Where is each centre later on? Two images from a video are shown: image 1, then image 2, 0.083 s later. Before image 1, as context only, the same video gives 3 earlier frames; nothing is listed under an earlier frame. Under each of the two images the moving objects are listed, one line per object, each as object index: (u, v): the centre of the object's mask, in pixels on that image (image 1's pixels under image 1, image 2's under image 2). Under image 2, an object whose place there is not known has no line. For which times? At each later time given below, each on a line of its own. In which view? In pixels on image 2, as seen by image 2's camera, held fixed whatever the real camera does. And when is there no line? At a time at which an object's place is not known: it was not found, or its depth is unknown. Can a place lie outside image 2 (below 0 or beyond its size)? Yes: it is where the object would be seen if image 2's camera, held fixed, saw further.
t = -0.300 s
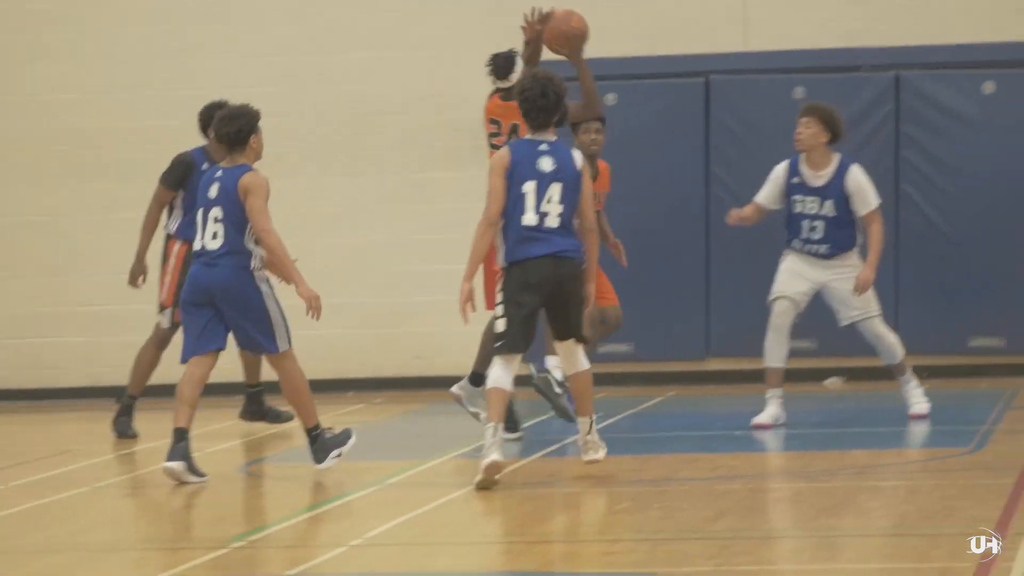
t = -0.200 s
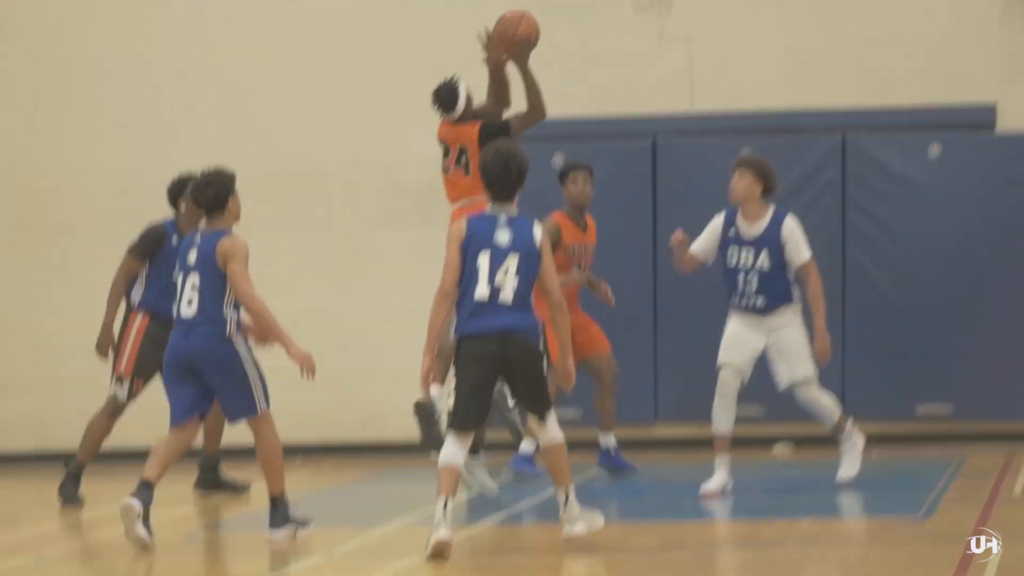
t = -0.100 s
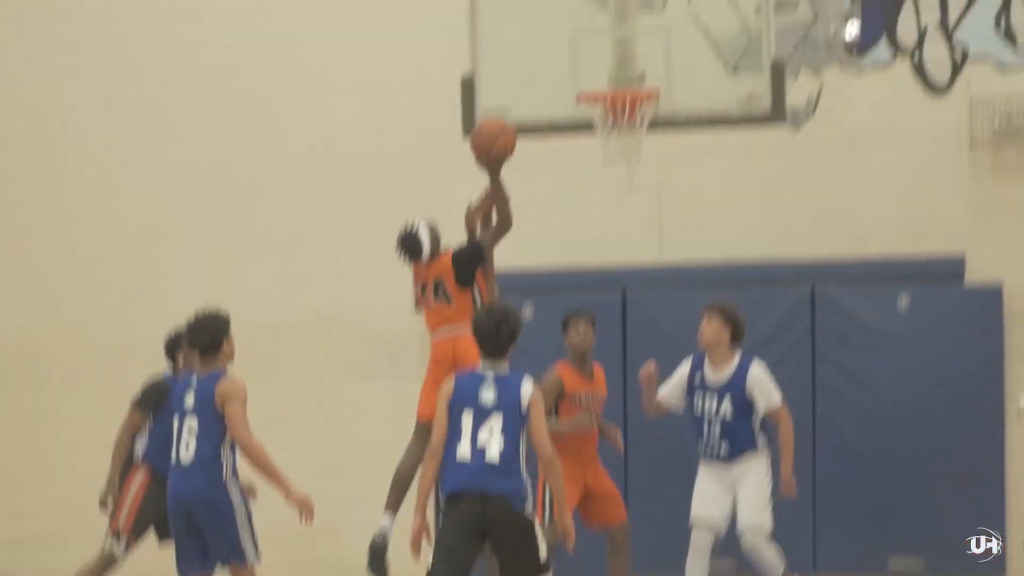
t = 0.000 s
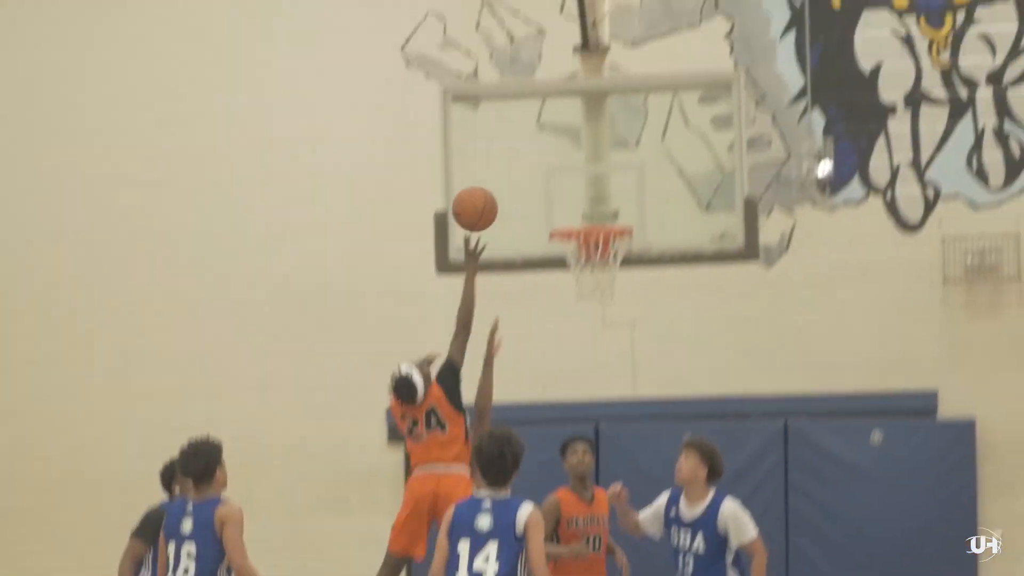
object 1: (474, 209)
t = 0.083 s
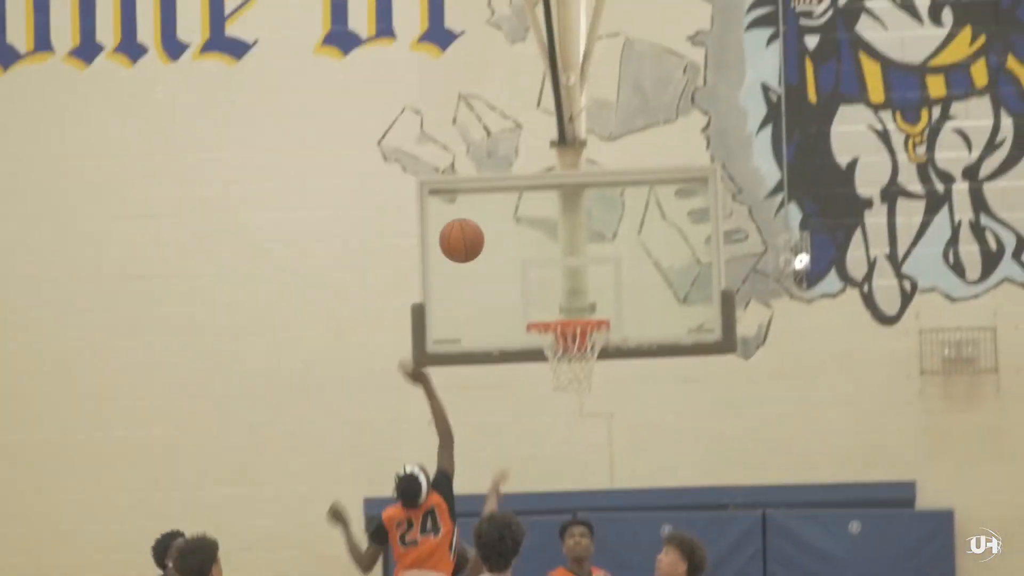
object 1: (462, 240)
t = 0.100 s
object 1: (463, 230)
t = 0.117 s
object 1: (465, 221)
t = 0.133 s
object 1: (467, 211)
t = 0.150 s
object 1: (469, 203)
